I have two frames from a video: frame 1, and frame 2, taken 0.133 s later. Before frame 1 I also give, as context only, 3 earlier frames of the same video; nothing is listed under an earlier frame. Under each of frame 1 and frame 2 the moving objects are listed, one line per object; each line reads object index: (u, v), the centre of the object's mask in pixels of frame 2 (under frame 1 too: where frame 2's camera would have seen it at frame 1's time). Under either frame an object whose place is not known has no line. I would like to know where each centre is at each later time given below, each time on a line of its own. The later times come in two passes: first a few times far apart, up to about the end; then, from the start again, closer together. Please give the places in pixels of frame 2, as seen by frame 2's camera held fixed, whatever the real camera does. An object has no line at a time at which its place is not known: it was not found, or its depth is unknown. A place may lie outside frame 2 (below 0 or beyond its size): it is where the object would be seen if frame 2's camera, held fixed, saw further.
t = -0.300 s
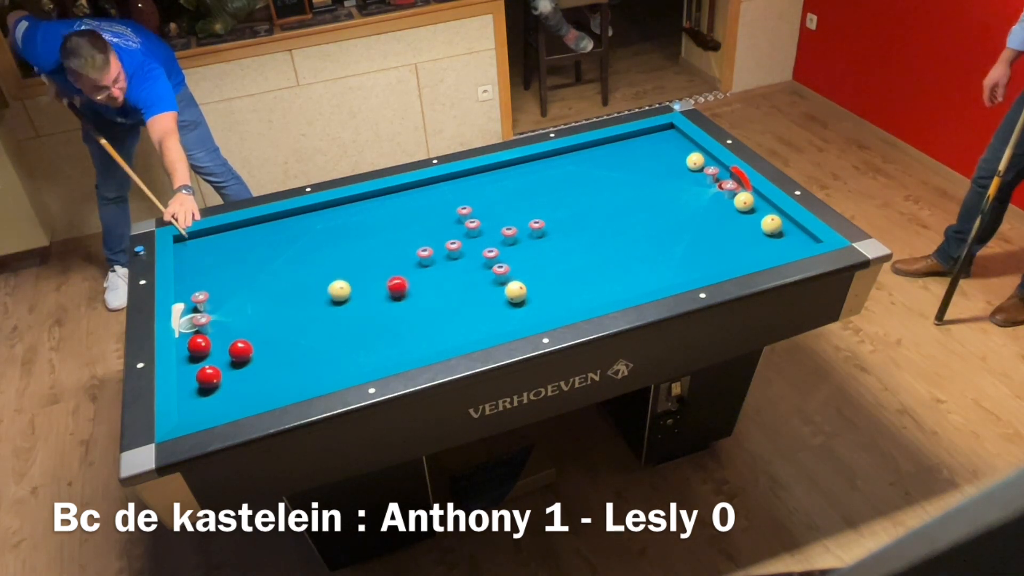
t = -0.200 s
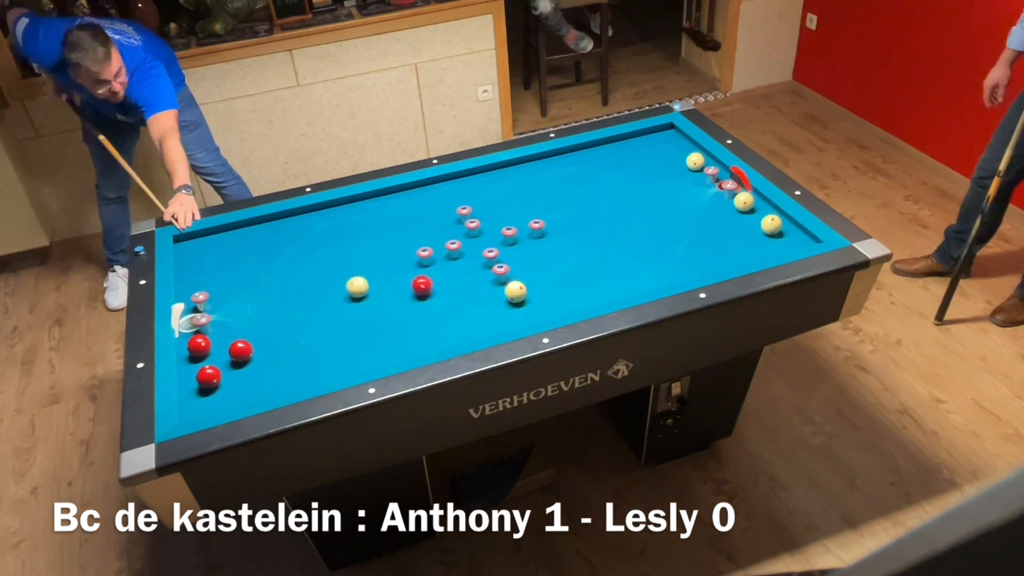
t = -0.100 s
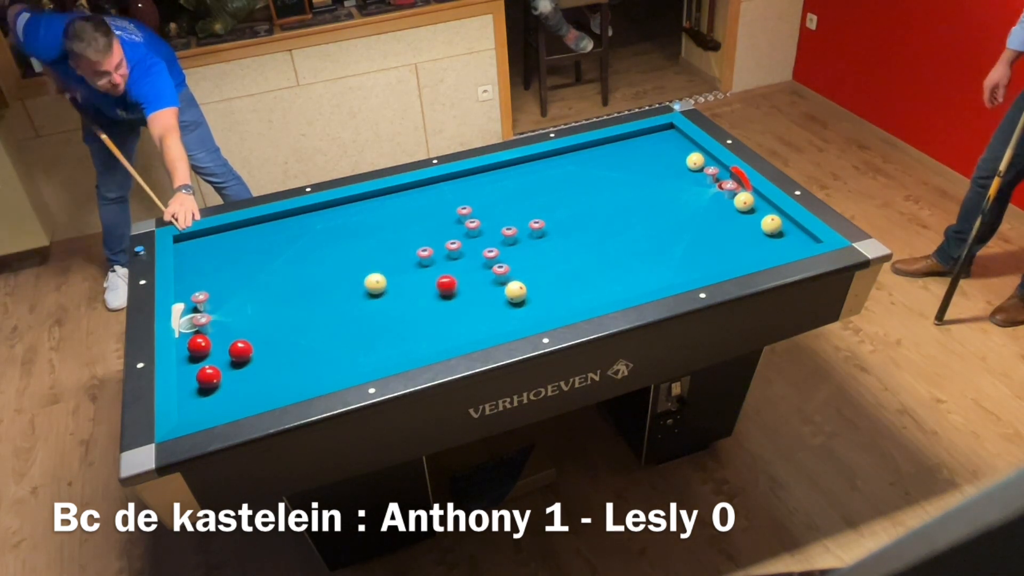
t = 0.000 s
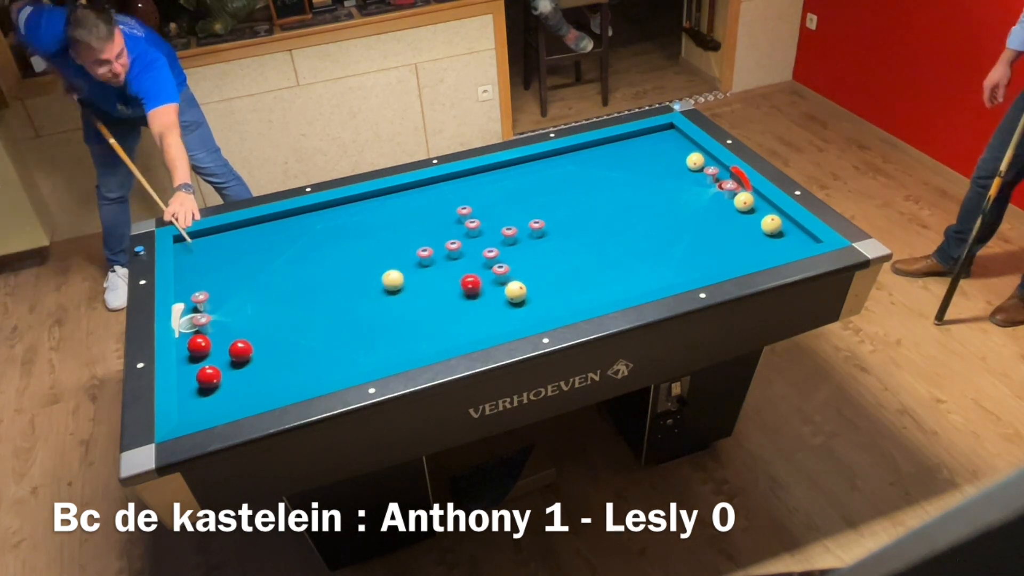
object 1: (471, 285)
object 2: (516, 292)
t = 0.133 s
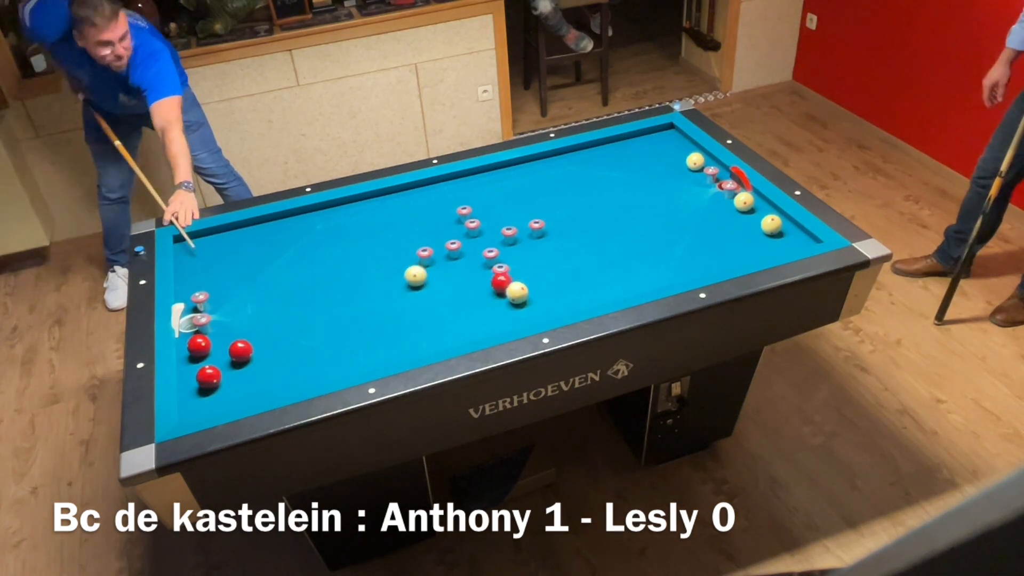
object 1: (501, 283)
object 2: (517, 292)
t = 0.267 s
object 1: (510, 287)
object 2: (529, 299)
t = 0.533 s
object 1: (525, 295)
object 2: (550, 310)
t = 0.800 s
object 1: (534, 300)
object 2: (558, 306)
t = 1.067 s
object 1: (533, 299)
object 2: (572, 304)
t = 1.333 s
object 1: (533, 299)
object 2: (583, 301)
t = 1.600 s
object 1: (533, 299)
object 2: (591, 298)
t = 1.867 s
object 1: (533, 299)
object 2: (597, 295)
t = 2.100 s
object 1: (533, 299)
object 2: (602, 294)
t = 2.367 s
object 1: (533, 299)
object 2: (607, 292)
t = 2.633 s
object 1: (534, 299)
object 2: (610, 290)
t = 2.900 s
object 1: (534, 299)
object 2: (612, 289)
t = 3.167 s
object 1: (534, 299)
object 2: (614, 288)
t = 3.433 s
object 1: (533, 299)
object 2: (615, 288)
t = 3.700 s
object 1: (534, 299)
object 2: (615, 288)
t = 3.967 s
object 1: (534, 299)
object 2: (615, 288)
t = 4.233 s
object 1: (534, 299)
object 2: (615, 288)
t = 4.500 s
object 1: (534, 299)
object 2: (615, 288)
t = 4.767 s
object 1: (534, 299)
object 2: (615, 288)
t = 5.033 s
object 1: (533, 299)
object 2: (615, 288)
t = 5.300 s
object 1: (533, 299)
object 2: (615, 288)
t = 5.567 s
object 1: (533, 299)
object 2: (615, 288)
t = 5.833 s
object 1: (534, 299)
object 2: (615, 288)
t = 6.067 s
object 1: (533, 299)
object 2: (615, 288)
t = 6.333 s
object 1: (534, 299)
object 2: (615, 288)
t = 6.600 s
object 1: (534, 299)
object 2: (615, 288)
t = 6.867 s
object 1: (533, 299)
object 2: (615, 288)
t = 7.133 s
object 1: (534, 299)
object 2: (615, 288)
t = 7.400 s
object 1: (533, 299)
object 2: (615, 288)
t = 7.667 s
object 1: (533, 299)
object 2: (615, 288)
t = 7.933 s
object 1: (533, 299)
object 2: (615, 288)
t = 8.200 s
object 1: (533, 299)
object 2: (615, 288)
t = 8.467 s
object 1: (533, 299)
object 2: (615, 288)
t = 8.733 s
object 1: (534, 299)
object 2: (615, 288)
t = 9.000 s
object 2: (615, 288)
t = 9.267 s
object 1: (533, 298)
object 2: (615, 288)
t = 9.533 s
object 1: (533, 299)
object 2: (615, 288)
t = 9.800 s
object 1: (534, 299)
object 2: (615, 288)
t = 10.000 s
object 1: (534, 299)
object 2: (615, 288)
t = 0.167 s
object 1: (503, 284)
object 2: (521, 295)
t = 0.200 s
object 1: (505, 285)
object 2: (524, 296)
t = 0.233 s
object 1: (507, 286)
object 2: (527, 298)
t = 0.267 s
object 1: (510, 287)
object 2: (529, 299)
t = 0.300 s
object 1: (512, 288)
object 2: (532, 301)
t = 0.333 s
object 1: (514, 289)
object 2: (535, 303)
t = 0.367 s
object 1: (515, 290)
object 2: (537, 305)
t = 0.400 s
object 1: (517, 291)
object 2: (540, 306)
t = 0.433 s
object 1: (520, 293)
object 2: (543, 308)
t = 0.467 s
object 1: (521, 293)
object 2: (545, 309)
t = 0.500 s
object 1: (524, 294)
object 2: (548, 310)
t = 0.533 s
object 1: (525, 295)
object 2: (550, 310)
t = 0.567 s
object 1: (527, 296)
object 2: (551, 310)
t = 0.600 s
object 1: (529, 297)
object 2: (551, 309)
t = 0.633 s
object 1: (531, 298)
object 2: (552, 308)
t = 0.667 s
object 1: (533, 299)
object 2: (552, 308)
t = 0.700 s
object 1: (533, 300)
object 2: (552, 307)
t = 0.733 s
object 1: (534, 300)
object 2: (554, 307)
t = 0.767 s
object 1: (534, 300)
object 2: (556, 306)
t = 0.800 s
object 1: (534, 300)
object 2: (558, 306)
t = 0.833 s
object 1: (534, 299)
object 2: (560, 306)
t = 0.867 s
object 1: (534, 299)
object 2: (562, 306)
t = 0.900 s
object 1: (534, 299)
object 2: (563, 305)
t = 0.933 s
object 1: (533, 299)
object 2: (565, 305)
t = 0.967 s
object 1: (533, 299)
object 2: (567, 304)
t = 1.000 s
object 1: (533, 299)
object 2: (568, 304)
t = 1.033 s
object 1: (533, 299)
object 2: (570, 304)
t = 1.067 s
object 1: (533, 299)
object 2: (572, 304)
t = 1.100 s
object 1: (533, 299)
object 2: (573, 303)
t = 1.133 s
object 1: (533, 299)
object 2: (575, 303)
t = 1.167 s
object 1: (533, 299)
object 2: (576, 303)
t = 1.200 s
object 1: (533, 298)
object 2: (578, 303)
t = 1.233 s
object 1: (533, 299)
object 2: (580, 302)
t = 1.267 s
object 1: (533, 299)
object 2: (581, 302)
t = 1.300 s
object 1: (533, 299)
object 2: (582, 302)
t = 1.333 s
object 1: (533, 299)
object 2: (583, 301)
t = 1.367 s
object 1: (533, 299)
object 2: (584, 301)
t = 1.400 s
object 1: (533, 299)
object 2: (585, 300)
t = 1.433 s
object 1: (534, 299)
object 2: (586, 300)
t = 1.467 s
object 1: (533, 299)
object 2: (587, 299)
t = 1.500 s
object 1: (534, 299)
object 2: (588, 299)
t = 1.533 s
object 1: (533, 299)
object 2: (589, 299)
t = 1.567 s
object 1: (534, 299)
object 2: (590, 298)
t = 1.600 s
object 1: (533, 299)
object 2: (591, 298)
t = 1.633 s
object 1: (534, 299)
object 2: (592, 298)
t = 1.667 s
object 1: (533, 299)
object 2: (593, 297)
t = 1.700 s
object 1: (534, 299)
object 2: (593, 297)
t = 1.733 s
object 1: (534, 299)
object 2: (594, 296)
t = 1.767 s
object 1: (534, 299)
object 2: (595, 296)
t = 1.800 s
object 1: (534, 299)
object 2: (596, 296)
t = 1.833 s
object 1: (533, 299)
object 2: (597, 296)
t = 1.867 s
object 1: (533, 299)
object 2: (597, 295)
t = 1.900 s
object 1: (533, 299)
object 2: (598, 295)
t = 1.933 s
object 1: (533, 299)
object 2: (599, 295)
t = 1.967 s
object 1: (533, 299)
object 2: (599, 295)
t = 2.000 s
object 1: (533, 299)
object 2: (600, 294)
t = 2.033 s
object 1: (533, 299)
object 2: (601, 294)
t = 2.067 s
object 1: (533, 299)
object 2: (602, 294)
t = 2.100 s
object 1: (533, 299)
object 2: (602, 294)
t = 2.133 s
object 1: (533, 299)
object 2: (603, 293)
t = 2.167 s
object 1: (533, 299)
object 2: (603, 293)
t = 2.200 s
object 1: (533, 299)
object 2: (604, 293)
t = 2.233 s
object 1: (533, 299)
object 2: (604, 293)
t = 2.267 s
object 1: (533, 299)
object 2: (605, 293)
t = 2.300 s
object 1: (534, 299)
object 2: (606, 292)
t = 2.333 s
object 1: (533, 299)
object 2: (606, 292)
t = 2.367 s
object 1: (533, 299)
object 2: (607, 292)
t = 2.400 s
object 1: (534, 299)
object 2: (607, 292)
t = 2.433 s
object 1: (534, 299)
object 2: (608, 291)
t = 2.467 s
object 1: (533, 299)
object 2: (608, 291)
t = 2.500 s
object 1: (533, 299)
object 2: (609, 291)
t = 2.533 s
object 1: (534, 299)
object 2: (609, 291)
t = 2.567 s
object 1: (534, 299)
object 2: (609, 291)
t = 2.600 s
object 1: (534, 299)
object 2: (610, 290)
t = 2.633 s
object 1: (534, 299)
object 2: (610, 290)
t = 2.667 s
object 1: (534, 299)
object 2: (610, 290)
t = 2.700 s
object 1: (534, 299)
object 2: (611, 290)
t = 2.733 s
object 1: (534, 299)
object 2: (611, 290)
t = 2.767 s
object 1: (534, 299)
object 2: (611, 290)
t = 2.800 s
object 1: (534, 299)
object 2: (612, 289)
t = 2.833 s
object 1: (533, 299)
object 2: (612, 289)
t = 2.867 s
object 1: (533, 299)
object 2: (612, 289)
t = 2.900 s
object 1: (534, 299)
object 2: (612, 289)
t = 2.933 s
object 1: (534, 299)
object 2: (613, 289)
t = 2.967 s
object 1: (534, 299)
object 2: (613, 289)
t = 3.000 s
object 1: (534, 299)
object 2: (613, 289)
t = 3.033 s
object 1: (534, 299)
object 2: (613, 288)
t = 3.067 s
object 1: (534, 299)
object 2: (614, 289)
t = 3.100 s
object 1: (533, 299)
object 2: (614, 288)
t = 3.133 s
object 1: (534, 299)
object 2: (614, 288)
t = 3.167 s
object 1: (534, 299)
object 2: (614, 288)
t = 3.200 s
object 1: (533, 299)
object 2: (614, 288)
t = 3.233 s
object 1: (533, 299)
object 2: (614, 288)
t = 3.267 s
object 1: (533, 299)
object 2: (615, 288)
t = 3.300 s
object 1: (534, 299)
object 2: (615, 288)
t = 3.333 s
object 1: (533, 299)
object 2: (615, 288)
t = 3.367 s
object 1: (533, 299)
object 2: (615, 288)
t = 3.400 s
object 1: (533, 299)
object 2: (615, 288)
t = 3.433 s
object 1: (533, 299)
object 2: (615, 288)
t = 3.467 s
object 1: (533, 299)
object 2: (615, 288)
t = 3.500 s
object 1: (533, 299)
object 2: (615, 288)
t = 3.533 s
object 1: (534, 299)
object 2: (615, 288)
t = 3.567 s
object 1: (534, 299)
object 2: (615, 288)
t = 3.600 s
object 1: (533, 299)
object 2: (615, 288)
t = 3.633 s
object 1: (533, 299)
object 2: (615, 288)
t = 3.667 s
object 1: (533, 299)
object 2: (615, 288)
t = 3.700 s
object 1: (534, 299)
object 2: (615, 288)
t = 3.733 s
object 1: (533, 299)
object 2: (615, 288)
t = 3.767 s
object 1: (534, 299)
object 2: (615, 288)
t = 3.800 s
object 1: (534, 299)
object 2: (615, 288)
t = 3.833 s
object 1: (534, 299)
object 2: (615, 288)
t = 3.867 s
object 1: (534, 299)
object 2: (615, 288)
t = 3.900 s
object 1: (534, 299)
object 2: (615, 288)
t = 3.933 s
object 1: (534, 299)
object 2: (615, 288)
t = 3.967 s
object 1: (534, 299)
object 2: (615, 288)
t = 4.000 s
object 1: (534, 299)
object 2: (615, 288)
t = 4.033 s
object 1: (534, 299)
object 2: (615, 288)
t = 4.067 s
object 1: (534, 299)
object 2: (615, 288)
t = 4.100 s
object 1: (534, 299)
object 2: (615, 288)
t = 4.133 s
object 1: (534, 299)
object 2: (615, 288)
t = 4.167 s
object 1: (534, 299)
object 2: (615, 288)
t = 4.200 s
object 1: (533, 299)
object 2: (615, 288)
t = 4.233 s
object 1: (534, 299)
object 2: (615, 288)
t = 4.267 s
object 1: (533, 299)
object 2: (615, 288)
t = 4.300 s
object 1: (534, 299)
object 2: (615, 288)
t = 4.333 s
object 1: (534, 299)
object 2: (615, 288)
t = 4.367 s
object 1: (534, 299)
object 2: (615, 288)
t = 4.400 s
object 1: (534, 299)
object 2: (615, 288)
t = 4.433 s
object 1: (533, 299)
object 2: (615, 288)
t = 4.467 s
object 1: (533, 299)
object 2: (615, 288)
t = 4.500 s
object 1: (534, 299)
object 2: (615, 288)
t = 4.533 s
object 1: (534, 299)
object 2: (615, 288)
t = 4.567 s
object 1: (534, 299)
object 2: (615, 288)
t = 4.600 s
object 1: (533, 299)
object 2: (615, 288)
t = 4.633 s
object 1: (534, 299)
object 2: (615, 288)
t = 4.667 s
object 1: (534, 299)
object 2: (615, 288)
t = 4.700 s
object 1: (534, 299)
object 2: (615, 288)
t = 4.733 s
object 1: (534, 299)
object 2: (615, 288)
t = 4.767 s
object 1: (534, 299)
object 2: (615, 288)
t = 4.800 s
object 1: (534, 299)
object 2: (615, 288)
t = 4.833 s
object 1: (534, 299)
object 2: (615, 288)
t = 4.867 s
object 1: (534, 299)
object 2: (615, 288)
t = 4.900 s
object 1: (534, 299)
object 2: (615, 288)
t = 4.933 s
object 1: (534, 299)
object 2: (615, 288)
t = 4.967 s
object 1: (533, 299)
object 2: (615, 288)
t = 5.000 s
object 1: (534, 299)
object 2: (615, 288)
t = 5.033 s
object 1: (533, 299)
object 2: (615, 288)
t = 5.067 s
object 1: (534, 299)
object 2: (615, 288)
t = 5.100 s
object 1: (534, 299)
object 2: (615, 288)
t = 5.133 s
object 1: (534, 299)
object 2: (615, 288)
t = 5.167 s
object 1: (533, 299)
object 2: (615, 288)
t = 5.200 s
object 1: (533, 299)
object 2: (615, 288)
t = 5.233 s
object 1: (533, 299)
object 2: (615, 288)
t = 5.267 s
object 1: (533, 299)
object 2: (615, 288)
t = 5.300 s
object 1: (533, 299)
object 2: (615, 288)
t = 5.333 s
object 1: (533, 299)
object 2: (615, 288)
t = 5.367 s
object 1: (533, 299)
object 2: (615, 288)
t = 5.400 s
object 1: (534, 299)
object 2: (615, 288)
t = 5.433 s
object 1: (533, 299)
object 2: (615, 288)
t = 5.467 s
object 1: (534, 299)
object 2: (615, 288)
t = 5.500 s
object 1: (533, 299)
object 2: (615, 288)
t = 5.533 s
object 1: (533, 299)
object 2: (615, 288)
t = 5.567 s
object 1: (533, 299)
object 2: (615, 288)
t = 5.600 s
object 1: (533, 299)
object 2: (615, 288)
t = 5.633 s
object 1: (533, 299)
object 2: (615, 288)
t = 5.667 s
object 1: (533, 299)
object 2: (615, 288)
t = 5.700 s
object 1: (533, 299)
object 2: (615, 288)
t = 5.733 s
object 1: (533, 299)
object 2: (615, 288)
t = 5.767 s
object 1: (533, 299)
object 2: (615, 288)
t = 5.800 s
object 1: (533, 299)
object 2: (615, 288)
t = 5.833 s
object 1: (534, 299)
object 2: (615, 288)
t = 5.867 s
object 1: (534, 299)
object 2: (615, 288)
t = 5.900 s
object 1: (533, 299)
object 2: (615, 288)
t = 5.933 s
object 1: (533, 299)
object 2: (615, 288)
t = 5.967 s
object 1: (533, 299)
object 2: (615, 288)
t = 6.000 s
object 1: (533, 299)
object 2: (615, 288)
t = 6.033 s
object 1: (533, 299)
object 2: (615, 288)
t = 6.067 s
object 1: (533, 299)
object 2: (615, 288)
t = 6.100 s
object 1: (533, 299)
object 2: (615, 288)
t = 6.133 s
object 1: (533, 299)
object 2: (615, 288)
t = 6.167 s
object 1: (534, 299)
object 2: (615, 288)
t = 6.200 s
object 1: (533, 299)
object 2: (615, 288)
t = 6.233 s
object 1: (533, 299)
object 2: (615, 288)
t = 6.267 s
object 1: (534, 299)
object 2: (615, 288)
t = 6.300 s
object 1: (533, 299)
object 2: (615, 288)
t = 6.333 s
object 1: (534, 299)
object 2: (615, 288)
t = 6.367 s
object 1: (533, 299)
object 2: (615, 288)
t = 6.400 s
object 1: (533, 299)
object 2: (615, 288)
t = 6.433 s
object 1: (533, 299)
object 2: (615, 288)
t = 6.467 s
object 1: (534, 299)
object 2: (615, 288)
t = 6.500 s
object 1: (533, 299)
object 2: (615, 288)
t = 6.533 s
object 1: (533, 299)
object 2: (615, 288)
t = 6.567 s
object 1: (533, 299)
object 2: (615, 288)
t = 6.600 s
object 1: (534, 299)
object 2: (615, 288)
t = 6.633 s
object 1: (533, 299)
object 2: (615, 288)
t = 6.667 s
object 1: (533, 299)
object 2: (615, 288)
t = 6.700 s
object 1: (533, 299)
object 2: (615, 288)
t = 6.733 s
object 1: (534, 299)
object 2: (615, 288)
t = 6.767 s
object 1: (533, 299)
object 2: (615, 288)
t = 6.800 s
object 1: (533, 299)
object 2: (615, 288)
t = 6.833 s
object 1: (533, 299)
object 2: (615, 288)
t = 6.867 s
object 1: (533, 299)
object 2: (615, 288)
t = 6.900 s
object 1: (533, 299)
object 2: (615, 288)
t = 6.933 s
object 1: (533, 299)
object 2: (615, 288)
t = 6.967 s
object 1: (533, 299)
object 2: (615, 288)
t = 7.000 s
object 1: (533, 299)
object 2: (615, 288)
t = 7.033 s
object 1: (534, 299)
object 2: (615, 288)
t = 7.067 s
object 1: (533, 299)
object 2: (615, 288)
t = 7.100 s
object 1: (533, 299)
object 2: (615, 288)
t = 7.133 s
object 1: (534, 299)
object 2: (615, 288)
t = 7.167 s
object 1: (533, 299)
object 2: (615, 288)
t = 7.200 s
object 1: (534, 299)
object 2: (615, 288)
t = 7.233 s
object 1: (533, 299)
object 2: (615, 288)
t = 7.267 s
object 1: (533, 299)
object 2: (615, 288)
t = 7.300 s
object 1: (533, 299)
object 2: (615, 288)
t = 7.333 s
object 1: (534, 299)
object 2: (615, 288)
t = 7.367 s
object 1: (534, 299)
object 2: (615, 288)
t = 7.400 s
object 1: (533, 299)
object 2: (615, 288)
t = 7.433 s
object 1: (533, 299)
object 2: (615, 288)
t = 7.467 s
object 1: (533, 299)
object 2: (615, 288)
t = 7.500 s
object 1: (534, 299)
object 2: (615, 288)
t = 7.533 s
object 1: (533, 299)
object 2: (615, 288)
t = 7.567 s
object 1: (533, 299)
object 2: (615, 288)
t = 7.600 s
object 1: (533, 299)
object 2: (615, 288)
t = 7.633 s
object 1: (533, 299)
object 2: (615, 288)
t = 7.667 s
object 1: (533, 299)
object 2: (615, 288)
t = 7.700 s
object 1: (534, 299)
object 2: (615, 288)
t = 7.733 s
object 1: (533, 299)
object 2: (615, 288)
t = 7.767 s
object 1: (534, 299)
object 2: (615, 288)
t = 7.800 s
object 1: (533, 299)
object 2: (615, 288)
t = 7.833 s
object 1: (533, 299)
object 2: (615, 288)
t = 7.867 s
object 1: (533, 299)
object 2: (615, 288)
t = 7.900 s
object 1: (533, 299)
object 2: (615, 288)
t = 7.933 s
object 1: (533, 299)
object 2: (615, 288)
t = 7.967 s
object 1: (533, 299)
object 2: (615, 288)
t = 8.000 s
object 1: (533, 299)
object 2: (615, 288)
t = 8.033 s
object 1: (533, 299)
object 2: (615, 288)
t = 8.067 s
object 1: (533, 299)
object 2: (615, 288)
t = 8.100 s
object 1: (533, 299)
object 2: (615, 288)
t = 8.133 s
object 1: (533, 299)
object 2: (615, 288)
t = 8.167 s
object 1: (533, 299)
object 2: (615, 288)
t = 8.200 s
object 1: (533, 299)
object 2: (615, 288)
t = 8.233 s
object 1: (533, 299)
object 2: (615, 288)
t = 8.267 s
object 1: (533, 299)
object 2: (615, 288)
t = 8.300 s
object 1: (534, 299)
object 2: (615, 288)
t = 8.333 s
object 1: (534, 299)
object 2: (615, 288)
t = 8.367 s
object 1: (533, 298)
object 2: (615, 288)
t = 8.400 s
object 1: (533, 298)
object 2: (615, 288)
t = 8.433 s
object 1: (534, 298)
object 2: (615, 288)
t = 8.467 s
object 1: (533, 299)
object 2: (615, 288)
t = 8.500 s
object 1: (534, 299)
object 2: (615, 288)
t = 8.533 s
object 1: (534, 299)
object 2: (615, 288)
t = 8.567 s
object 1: (533, 299)
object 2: (615, 288)
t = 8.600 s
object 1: (533, 299)
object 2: (615, 288)
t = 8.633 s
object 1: (534, 299)
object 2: (615, 288)
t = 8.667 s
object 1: (534, 299)
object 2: (615, 288)
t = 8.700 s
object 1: (534, 299)
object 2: (615, 288)
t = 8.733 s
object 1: (534, 299)
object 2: (615, 288)
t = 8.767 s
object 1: (534, 299)
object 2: (615, 288)
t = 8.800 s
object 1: (534, 299)
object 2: (615, 288)
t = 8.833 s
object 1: (533, 299)
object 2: (615, 288)
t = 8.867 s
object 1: (534, 299)
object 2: (615, 288)
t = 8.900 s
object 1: (534, 299)
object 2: (615, 288)
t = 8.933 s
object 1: (534, 299)
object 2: (615, 288)
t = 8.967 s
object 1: (536, 295)
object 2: (615, 288)
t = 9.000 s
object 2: (615, 288)
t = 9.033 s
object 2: (615, 288)
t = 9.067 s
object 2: (617, 284)
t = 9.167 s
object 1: (533, 298)
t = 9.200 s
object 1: (534, 298)
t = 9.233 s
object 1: (533, 298)
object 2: (614, 287)
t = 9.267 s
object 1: (533, 298)
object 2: (615, 288)
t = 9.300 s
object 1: (533, 299)
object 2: (615, 288)
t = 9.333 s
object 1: (533, 299)
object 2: (615, 288)
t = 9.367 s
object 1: (534, 299)
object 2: (615, 288)
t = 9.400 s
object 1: (533, 299)
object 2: (615, 288)
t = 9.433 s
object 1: (533, 299)
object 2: (615, 288)
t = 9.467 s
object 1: (533, 299)
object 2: (615, 288)
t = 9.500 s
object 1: (533, 299)
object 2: (615, 288)
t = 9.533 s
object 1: (533, 299)
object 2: (615, 288)
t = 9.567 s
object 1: (534, 299)
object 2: (615, 288)
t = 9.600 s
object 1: (534, 299)
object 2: (615, 288)
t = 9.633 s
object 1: (533, 299)
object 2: (615, 288)
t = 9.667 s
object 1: (533, 299)
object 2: (615, 288)
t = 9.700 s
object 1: (534, 299)
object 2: (615, 288)
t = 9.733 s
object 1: (534, 299)
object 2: (615, 288)
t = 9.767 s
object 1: (534, 299)
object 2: (615, 288)
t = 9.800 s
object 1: (534, 299)
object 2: (615, 288)
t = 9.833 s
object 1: (534, 299)
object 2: (615, 288)
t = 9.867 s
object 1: (534, 299)
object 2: (615, 288)
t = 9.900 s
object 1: (534, 299)
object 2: (615, 288)
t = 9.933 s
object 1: (534, 299)
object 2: (615, 288)
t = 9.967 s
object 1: (534, 299)
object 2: (615, 288)
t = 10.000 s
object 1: (534, 299)
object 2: (615, 288)
